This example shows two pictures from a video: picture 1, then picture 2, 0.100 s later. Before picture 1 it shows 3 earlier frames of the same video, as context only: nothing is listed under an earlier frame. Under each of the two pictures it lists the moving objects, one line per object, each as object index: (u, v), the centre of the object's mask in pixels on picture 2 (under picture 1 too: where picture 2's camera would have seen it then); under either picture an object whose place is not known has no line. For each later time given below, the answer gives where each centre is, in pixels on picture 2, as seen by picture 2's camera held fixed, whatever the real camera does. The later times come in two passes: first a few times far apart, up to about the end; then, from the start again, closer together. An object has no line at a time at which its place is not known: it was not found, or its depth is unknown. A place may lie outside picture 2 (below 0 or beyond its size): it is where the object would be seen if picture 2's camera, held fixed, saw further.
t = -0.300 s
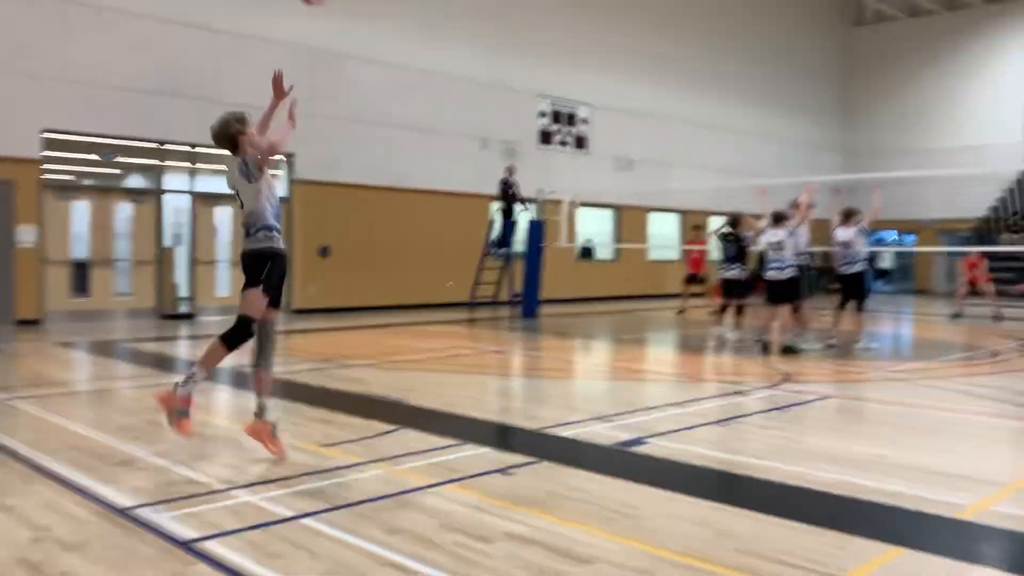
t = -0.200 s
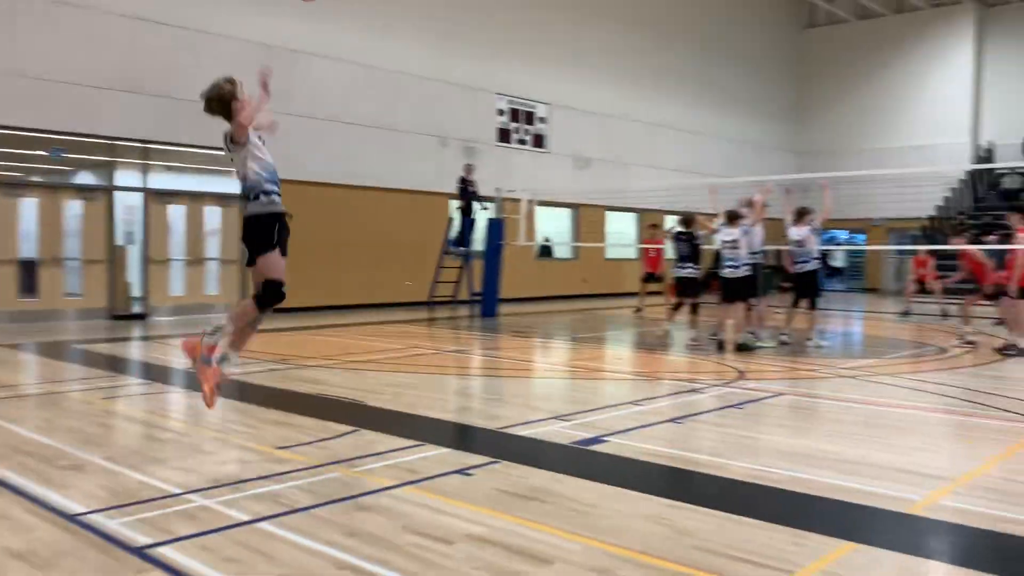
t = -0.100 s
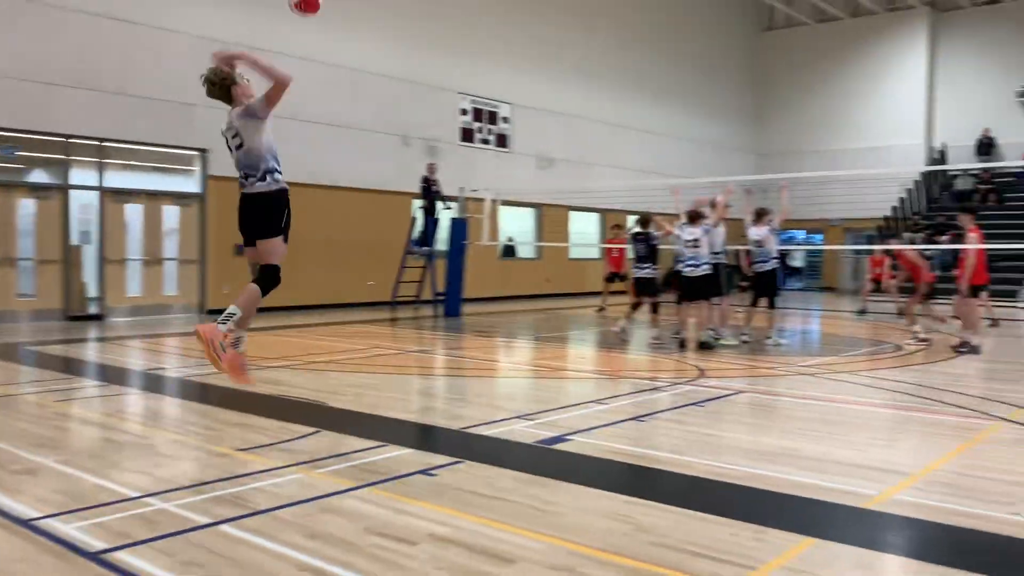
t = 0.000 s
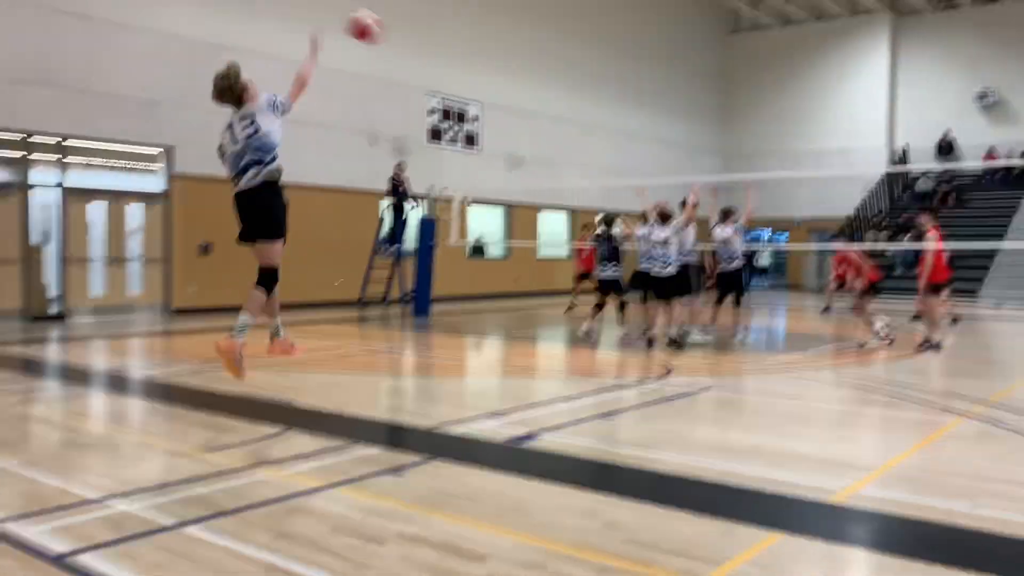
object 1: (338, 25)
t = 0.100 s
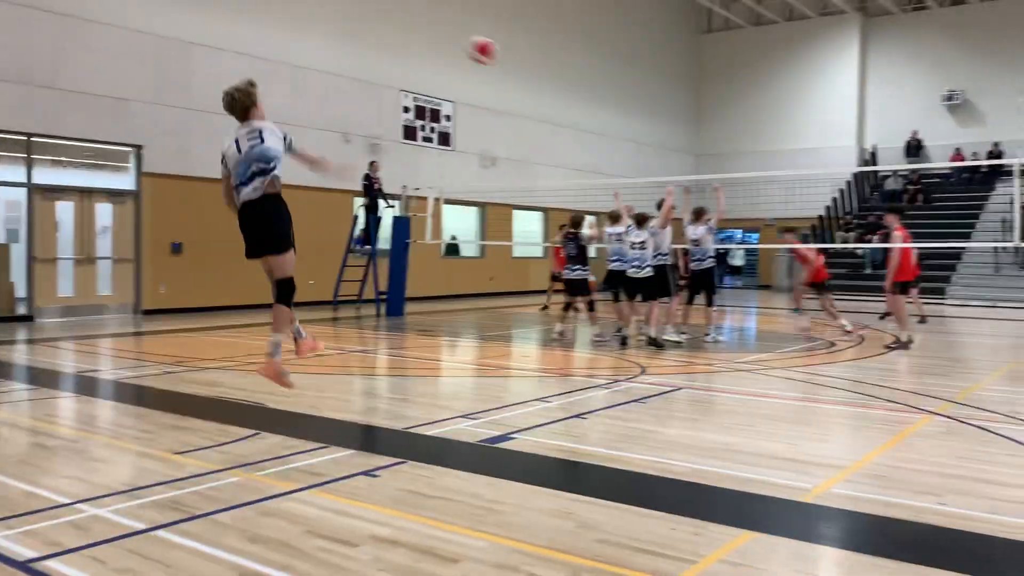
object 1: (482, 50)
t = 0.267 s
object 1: (632, 100)
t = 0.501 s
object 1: (752, 176)
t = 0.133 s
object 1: (519, 60)
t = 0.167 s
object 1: (553, 69)
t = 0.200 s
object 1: (581, 79)
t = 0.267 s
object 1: (632, 100)
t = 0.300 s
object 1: (654, 111)
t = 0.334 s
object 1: (674, 121)
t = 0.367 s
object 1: (693, 133)
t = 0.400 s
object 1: (710, 142)
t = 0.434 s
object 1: (725, 154)
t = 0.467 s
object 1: (741, 166)
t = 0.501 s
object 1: (752, 176)
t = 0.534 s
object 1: (753, 182)
